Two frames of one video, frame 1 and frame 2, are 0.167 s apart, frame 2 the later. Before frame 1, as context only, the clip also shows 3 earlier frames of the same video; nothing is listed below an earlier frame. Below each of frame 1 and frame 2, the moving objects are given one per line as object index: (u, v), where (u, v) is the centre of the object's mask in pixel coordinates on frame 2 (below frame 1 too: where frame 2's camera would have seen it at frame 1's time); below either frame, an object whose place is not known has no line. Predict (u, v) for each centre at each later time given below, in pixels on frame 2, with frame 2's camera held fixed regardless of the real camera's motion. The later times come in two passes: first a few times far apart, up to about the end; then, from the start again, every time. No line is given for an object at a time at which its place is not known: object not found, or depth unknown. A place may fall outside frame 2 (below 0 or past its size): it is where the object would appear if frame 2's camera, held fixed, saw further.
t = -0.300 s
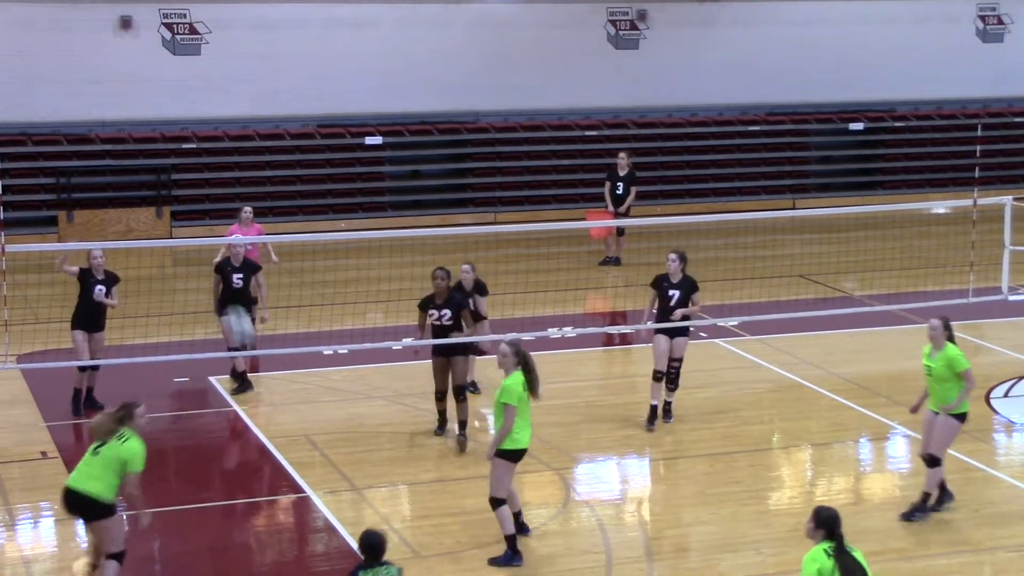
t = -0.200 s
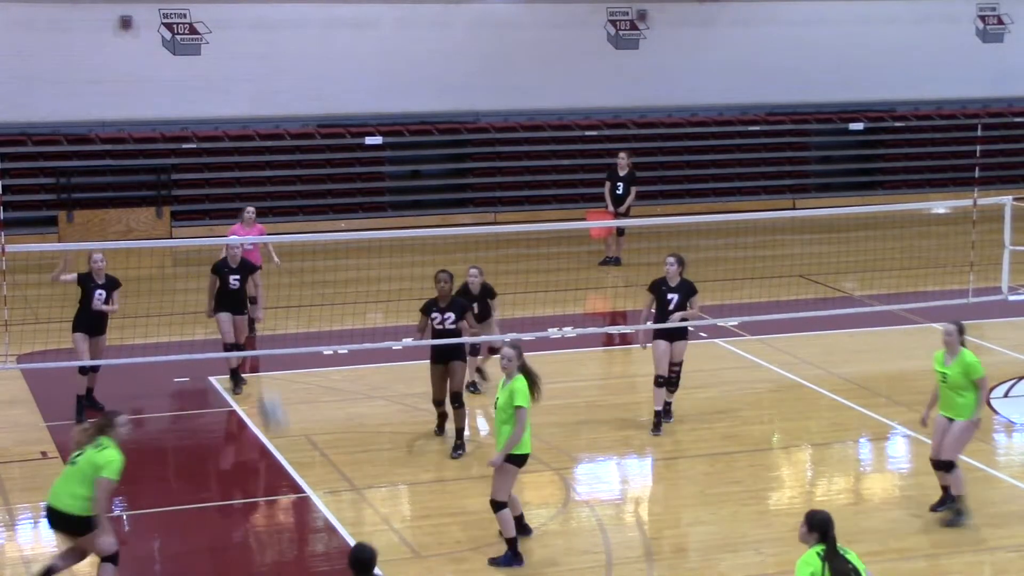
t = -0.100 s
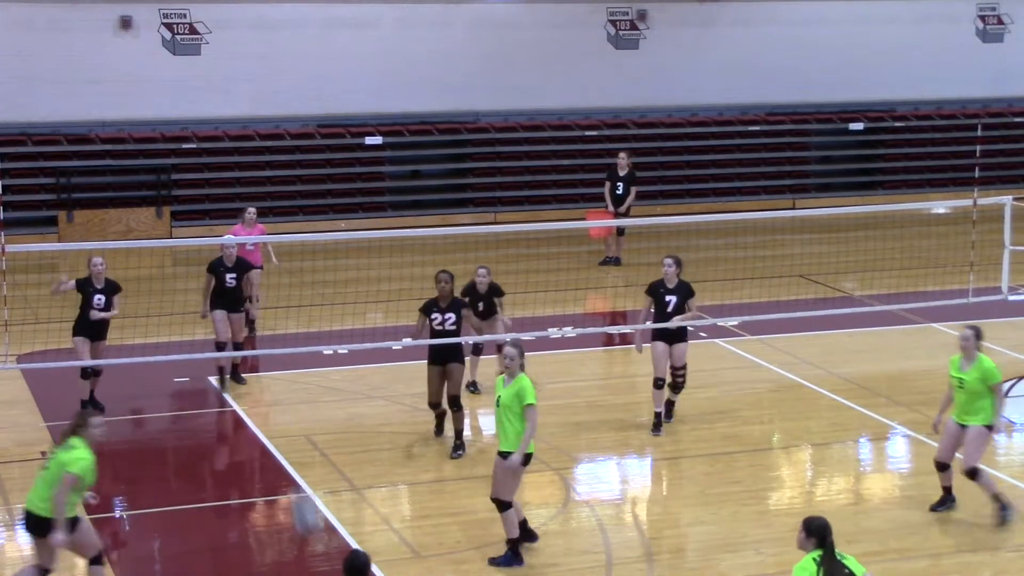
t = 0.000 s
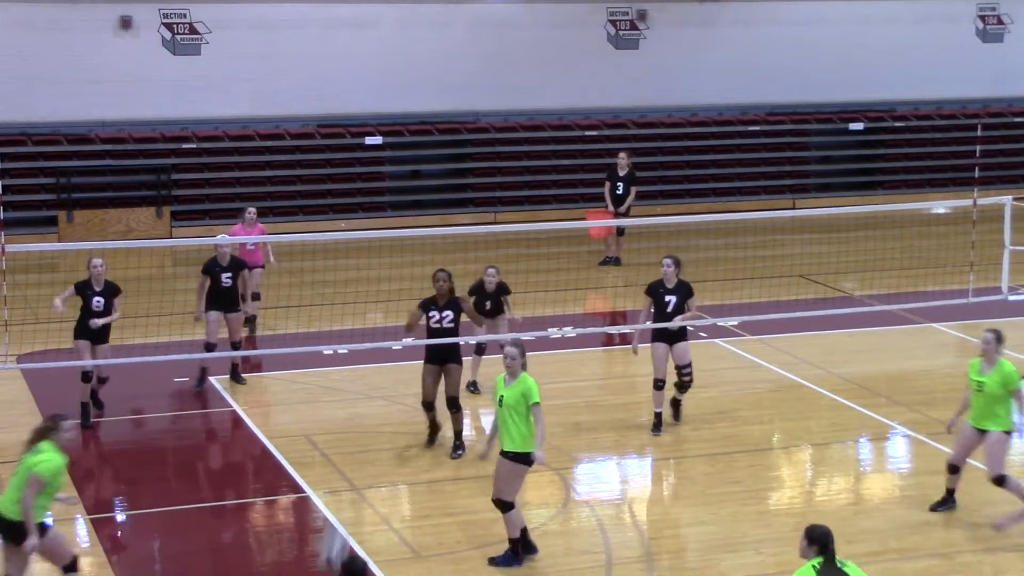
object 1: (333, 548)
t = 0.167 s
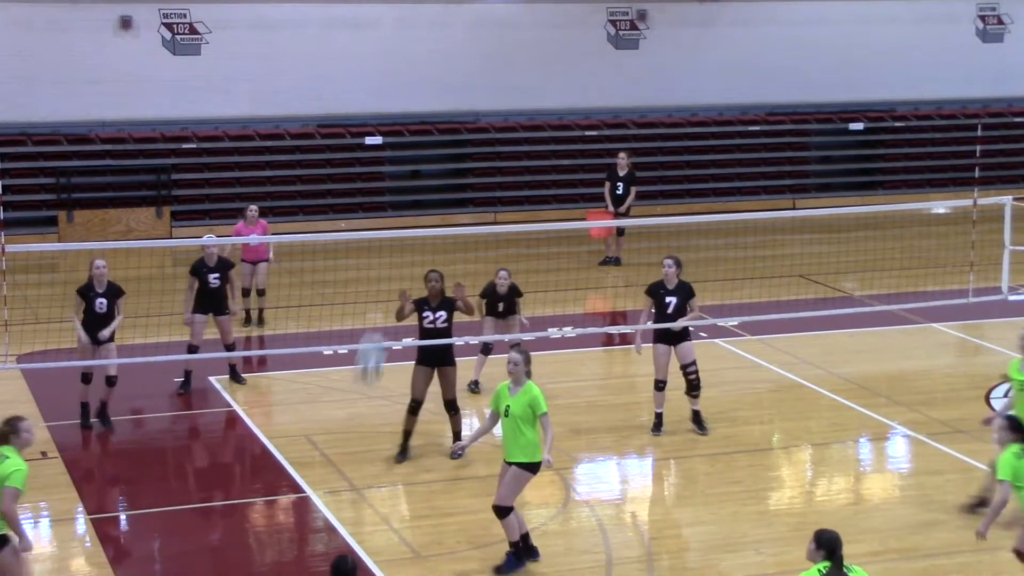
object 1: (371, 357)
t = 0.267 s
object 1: (393, 265)
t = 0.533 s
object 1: (452, 96)
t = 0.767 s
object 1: (499, 37)
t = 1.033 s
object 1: (549, 63)
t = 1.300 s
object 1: (594, 181)
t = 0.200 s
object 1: (378, 324)
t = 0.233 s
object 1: (385, 293)
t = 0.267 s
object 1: (393, 265)
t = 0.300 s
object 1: (400, 238)
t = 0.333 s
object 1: (408, 210)
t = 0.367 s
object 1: (414, 189)
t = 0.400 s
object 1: (421, 167)
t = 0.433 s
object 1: (428, 147)
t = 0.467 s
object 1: (435, 129)
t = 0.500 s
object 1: (443, 113)
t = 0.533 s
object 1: (452, 96)
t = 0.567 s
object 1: (458, 83)
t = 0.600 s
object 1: (464, 71)
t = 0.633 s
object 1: (472, 61)
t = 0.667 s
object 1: (478, 53)
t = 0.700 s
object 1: (485, 46)
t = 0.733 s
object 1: (493, 40)
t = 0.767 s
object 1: (499, 37)
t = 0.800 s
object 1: (504, 35)
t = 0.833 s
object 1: (513, 34)
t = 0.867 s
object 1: (518, 35)
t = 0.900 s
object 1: (524, 38)
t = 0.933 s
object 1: (531, 42)
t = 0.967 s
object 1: (536, 47)
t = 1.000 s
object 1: (544, 55)
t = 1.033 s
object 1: (549, 63)
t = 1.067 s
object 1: (555, 73)
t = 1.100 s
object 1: (562, 85)
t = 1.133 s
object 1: (567, 97)
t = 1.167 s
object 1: (574, 111)
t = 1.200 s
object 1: (579, 126)
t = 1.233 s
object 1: (585, 142)
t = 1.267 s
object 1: (590, 161)
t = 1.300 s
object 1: (594, 181)
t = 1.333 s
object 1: (600, 198)
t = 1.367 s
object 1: (604, 221)
